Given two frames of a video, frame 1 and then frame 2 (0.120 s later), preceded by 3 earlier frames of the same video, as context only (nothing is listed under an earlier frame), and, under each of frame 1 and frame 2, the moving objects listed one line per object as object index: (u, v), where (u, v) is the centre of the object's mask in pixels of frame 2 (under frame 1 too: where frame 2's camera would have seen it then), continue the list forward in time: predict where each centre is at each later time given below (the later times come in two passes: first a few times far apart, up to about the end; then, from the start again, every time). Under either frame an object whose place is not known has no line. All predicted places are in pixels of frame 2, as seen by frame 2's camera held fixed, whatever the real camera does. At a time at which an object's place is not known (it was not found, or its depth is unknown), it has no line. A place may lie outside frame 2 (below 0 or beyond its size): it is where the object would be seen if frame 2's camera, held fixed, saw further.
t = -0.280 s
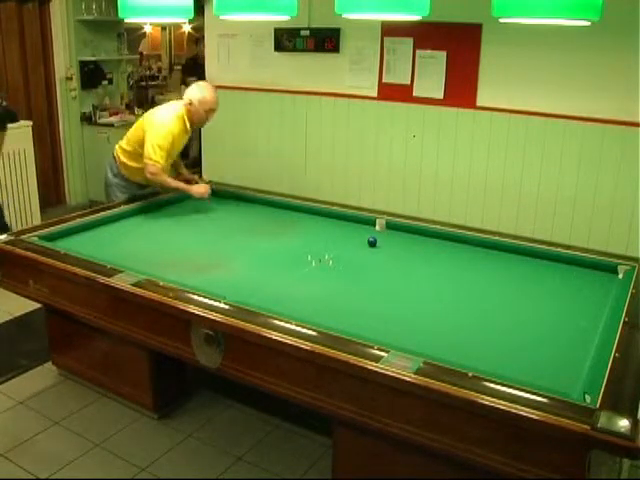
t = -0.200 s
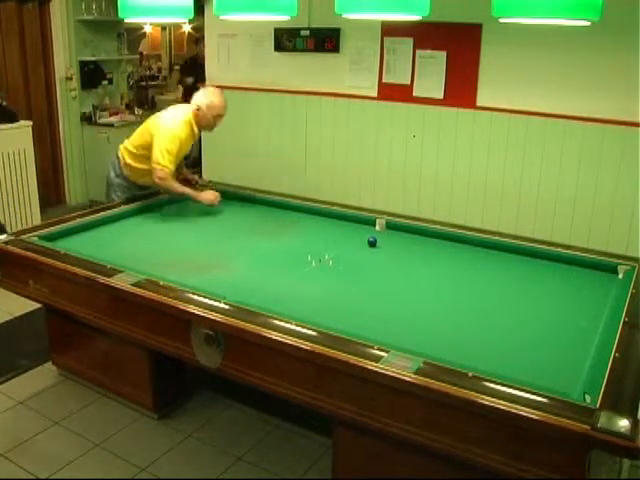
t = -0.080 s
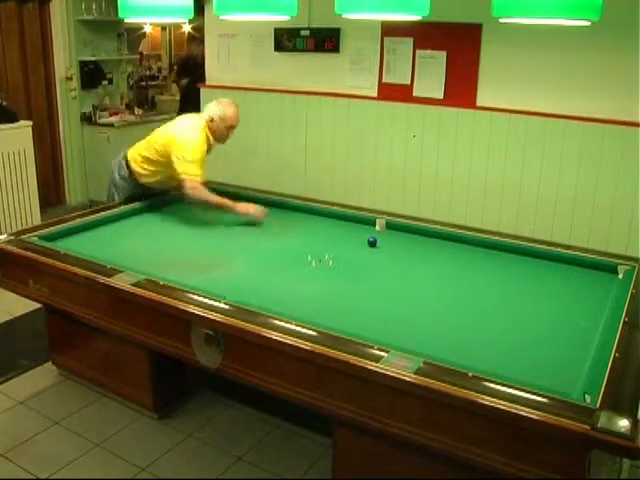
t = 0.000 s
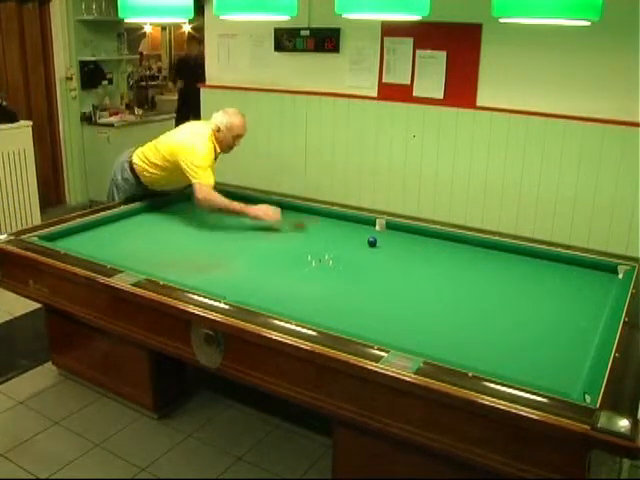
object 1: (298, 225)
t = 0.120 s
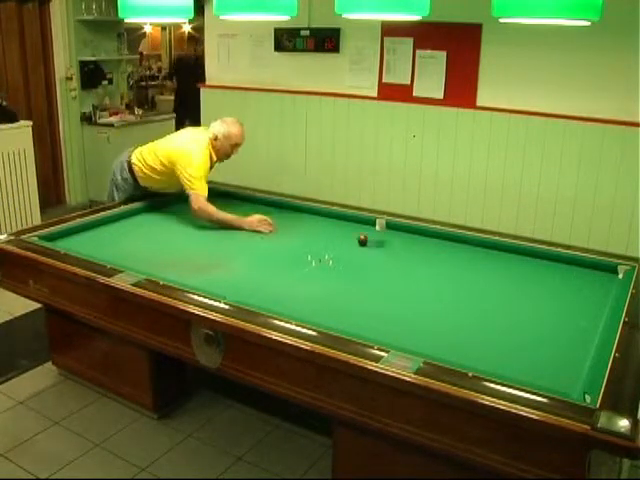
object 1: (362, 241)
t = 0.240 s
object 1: (371, 250)
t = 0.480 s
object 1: (390, 265)
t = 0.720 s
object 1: (412, 282)
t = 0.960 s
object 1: (437, 301)
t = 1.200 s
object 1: (465, 323)
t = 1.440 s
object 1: (497, 349)
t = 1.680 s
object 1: (534, 376)
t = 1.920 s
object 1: (573, 391)
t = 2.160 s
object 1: (554, 379)
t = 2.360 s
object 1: (540, 370)
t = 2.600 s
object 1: (524, 359)
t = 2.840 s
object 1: (510, 349)
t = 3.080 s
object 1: (497, 340)
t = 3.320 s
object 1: (486, 331)
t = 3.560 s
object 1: (474, 324)
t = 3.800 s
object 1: (465, 317)
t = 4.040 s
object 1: (455, 311)
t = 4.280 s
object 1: (447, 304)
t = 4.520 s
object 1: (439, 299)
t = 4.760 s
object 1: (432, 294)
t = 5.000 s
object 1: (426, 289)
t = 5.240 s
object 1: (421, 285)
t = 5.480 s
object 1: (416, 281)
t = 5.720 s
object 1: (411, 278)
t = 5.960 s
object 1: (406, 274)
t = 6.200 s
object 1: (403, 271)
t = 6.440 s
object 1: (399, 268)
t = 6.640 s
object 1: (396, 266)
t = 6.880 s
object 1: (393, 263)
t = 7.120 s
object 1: (390, 262)
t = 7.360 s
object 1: (388, 260)
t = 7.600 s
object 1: (385, 258)
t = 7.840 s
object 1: (383, 256)
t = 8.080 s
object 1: (382, 255)
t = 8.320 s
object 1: (380, 254)
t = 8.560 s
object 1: (379, 253)
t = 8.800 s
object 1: (378, 252)
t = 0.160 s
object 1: (365, 245)
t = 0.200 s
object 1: (368, 247)
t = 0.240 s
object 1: (371, 250)
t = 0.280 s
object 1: (374, 253)
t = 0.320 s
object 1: (378, 256)
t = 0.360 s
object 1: (381, 258)
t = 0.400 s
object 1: (384, 261)
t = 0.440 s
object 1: (387, 263)
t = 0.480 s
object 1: (390, 265)
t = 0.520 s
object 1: (394, 268)
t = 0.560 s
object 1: (397, 271)
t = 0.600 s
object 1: (401, 273)
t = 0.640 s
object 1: (405, 276)
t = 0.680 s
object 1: (408, 279)
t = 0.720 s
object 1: (412, 282)
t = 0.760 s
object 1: (416, 285)
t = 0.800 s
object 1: (420, 288)
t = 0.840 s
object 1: (424, 292)
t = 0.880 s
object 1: (428, 294)
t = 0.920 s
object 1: (432, 298)
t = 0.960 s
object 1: (437, 301)
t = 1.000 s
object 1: (441, 305)
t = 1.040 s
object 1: (446, 309)
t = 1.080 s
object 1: (450, 312)
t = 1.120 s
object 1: (455, 316)
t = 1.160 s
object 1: (460, 319)
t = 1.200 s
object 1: (465, 323)
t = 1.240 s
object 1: (470, 328)
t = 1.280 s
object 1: (475, 331)
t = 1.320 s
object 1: (480, 336)
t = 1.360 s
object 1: (486, 340)
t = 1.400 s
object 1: (491, 345)
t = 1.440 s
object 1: (497, 349)
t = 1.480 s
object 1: (503, 353)
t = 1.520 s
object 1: (509, 358)
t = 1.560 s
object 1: (515, 362)
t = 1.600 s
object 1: (521, 367)
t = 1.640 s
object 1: (527, 371)
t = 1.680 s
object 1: (534, 376)
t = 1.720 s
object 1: (541, 379)
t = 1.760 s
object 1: (548, 383)
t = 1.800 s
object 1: (557, 388)
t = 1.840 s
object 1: (563, 388)
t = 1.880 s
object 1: (570, 390)
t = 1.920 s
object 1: (573, 391)
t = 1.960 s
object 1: (569, 388)
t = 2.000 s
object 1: (566, 386)
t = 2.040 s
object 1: (563, 384)
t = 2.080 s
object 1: (560, 382)
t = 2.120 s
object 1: (557, 380)
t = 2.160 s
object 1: (554, 379)
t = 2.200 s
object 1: (551, 378)
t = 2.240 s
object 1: (548, 375)
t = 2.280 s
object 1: (545, 373)
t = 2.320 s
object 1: (542, 371)
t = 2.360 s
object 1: (540, 370)
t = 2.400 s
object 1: (537, 368)
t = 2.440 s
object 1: (534, 366)
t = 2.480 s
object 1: (531, 364)
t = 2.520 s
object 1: (529, 362)
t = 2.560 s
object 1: (526, 361)
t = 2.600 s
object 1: (524, 359)
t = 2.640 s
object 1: (521, 358)
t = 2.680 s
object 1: (519, 356)
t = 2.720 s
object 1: (517, 354)
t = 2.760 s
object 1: (515, 352)
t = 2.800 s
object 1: (512, 350)
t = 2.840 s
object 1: (510, 349)
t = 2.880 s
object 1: (508, 347)
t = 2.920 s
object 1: (506, 346)
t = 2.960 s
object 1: (503, 344)
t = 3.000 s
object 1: (501, 343)
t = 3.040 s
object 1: (499, 341)
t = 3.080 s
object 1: (497, 340)
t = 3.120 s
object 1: (495, 338)
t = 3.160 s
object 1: (493, 337)
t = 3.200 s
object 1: (491, 336)
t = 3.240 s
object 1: (489, 334)
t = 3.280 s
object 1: (487, 333)
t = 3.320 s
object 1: (486, 331)
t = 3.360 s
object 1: (483, 330)
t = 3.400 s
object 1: (482, 329)
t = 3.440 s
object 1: (480, 328)
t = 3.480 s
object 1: (478, 327)
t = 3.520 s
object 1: (476, 325)
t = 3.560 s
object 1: (474, 324)
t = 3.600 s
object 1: (473, 323)
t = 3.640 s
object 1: (471, 322)
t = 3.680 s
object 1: (469, 320)
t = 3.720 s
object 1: (468, 319)
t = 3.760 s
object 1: (466, 318)
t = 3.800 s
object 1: (465, 317)
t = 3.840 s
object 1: (463, 316)
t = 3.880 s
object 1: (462, 315)
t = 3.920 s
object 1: (460, 313)
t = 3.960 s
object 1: (458, 312)
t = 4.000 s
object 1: (457, 311)
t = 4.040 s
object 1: (455, 311)
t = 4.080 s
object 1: (454, 309)
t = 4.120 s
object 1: (453, 308)
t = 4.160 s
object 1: (451, 307)
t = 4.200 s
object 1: (450, 306)
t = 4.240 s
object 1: (448, 306)
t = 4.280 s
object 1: (447, 304)
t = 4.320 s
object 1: (446, 304)
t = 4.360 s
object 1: (444, 302)
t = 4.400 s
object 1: (443, 302)
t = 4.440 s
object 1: (442, 301)
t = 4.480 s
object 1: (440, 300)
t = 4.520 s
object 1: (439, 299)
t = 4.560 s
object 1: (438, 298)
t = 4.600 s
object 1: (437, 297)
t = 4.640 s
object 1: (436, 297)
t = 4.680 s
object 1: (435, 296)
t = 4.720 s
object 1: (433, 295)
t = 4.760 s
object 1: (432, 294)
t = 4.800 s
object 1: (431, 293)
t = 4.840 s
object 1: (430, 292)
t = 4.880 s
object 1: (429, 291)
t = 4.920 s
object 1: (428, 291)
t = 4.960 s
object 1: (427, 290)
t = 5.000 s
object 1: (426, 289)
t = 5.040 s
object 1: (425, 288)
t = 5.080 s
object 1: (424, 288)
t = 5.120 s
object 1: (423, 287)
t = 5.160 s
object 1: (422, 286)
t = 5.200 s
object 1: (422, 286)
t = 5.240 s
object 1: (421, 285)
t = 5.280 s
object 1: (420, 285)
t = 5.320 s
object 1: (419, 284)
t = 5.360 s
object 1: (418, 283)
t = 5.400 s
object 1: (417, 282)
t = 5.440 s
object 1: (416, 282)
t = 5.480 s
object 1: (416, 281)
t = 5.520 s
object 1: (415, 281)
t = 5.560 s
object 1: (414, 280)
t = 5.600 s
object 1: (413, 279)
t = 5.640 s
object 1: (412, 279)
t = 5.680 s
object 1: (412, 278)
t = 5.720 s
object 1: (411, 278)
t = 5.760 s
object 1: (410, 277)
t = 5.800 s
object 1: (409, 276)
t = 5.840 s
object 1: (409, 276)
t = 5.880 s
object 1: (408, 275)
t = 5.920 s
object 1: (407, 275)
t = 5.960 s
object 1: (406, 274)
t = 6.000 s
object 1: (406, 273)
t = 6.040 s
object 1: (405, 273)
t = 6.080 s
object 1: (404, 272)
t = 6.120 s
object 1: (404, 272)
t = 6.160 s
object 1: (403, 271)
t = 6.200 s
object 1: (403, 271)
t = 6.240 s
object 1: (402, 270)
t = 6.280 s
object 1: (401, 270)
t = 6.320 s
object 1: (400, 270)
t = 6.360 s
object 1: (400, 269)
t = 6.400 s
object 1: (399, 268)
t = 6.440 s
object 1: (399, 268)
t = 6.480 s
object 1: (398, 268)
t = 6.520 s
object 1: (398, 267)
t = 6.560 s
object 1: (397, 267)
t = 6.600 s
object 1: (396, 266)
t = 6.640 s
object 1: (396, 266)
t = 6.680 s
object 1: (395, 266)
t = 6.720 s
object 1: (395, 265)
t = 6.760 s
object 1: (394, 265)
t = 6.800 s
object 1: (394, 265)
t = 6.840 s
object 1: (393, 264)
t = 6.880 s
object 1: (393, 263)
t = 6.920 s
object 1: (392, 263)
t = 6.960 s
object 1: (392, 263)
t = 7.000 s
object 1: (392, 263)
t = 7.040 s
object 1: (391, 262)
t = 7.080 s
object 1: (391, 262)
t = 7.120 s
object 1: (390, 262)
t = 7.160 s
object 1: (390, 261)
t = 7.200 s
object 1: (389, 261)
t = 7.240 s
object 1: (389, 261)
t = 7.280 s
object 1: (388, 260)
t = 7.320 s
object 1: (388, 260)
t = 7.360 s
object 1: (388, 260)
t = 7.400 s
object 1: (387, 260)
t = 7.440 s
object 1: (387, 259)
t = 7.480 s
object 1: (387, 259)
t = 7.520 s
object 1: (386, 258)
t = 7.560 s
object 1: (386, 258)
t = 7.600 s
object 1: (385, 258)
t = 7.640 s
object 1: (385, 257)
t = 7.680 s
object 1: (385, 257)
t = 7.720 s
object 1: (384, 257)
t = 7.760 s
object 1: (384, 257)
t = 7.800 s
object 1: (384, 256)
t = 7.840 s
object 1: (383, 256)
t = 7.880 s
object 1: (383, 256)
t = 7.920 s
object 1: (383, 256)
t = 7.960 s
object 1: (383, 256)
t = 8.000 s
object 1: (382, 256)
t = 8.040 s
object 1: (382, 256)
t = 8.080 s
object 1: (382, 255)
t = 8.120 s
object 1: (382, 255)
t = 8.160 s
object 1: (381, 255)
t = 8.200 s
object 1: (381, 255)
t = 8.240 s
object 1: (380, 254)
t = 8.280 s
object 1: (380, 254)
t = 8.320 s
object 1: (380, 254)
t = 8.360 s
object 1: (380, 254)
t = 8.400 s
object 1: (380, 254)
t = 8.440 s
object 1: (380, 254)
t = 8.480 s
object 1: (380, 254)
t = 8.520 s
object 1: (380, 254)
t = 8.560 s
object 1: (379, 253)
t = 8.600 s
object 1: (379, 253)
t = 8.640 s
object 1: (379, 253)
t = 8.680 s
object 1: (378, 253)
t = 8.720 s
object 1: (378, 253)
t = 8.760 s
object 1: (378, 253)
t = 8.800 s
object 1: (378, 252)
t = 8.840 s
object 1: (378, 252)
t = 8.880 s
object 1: (378, 252)
